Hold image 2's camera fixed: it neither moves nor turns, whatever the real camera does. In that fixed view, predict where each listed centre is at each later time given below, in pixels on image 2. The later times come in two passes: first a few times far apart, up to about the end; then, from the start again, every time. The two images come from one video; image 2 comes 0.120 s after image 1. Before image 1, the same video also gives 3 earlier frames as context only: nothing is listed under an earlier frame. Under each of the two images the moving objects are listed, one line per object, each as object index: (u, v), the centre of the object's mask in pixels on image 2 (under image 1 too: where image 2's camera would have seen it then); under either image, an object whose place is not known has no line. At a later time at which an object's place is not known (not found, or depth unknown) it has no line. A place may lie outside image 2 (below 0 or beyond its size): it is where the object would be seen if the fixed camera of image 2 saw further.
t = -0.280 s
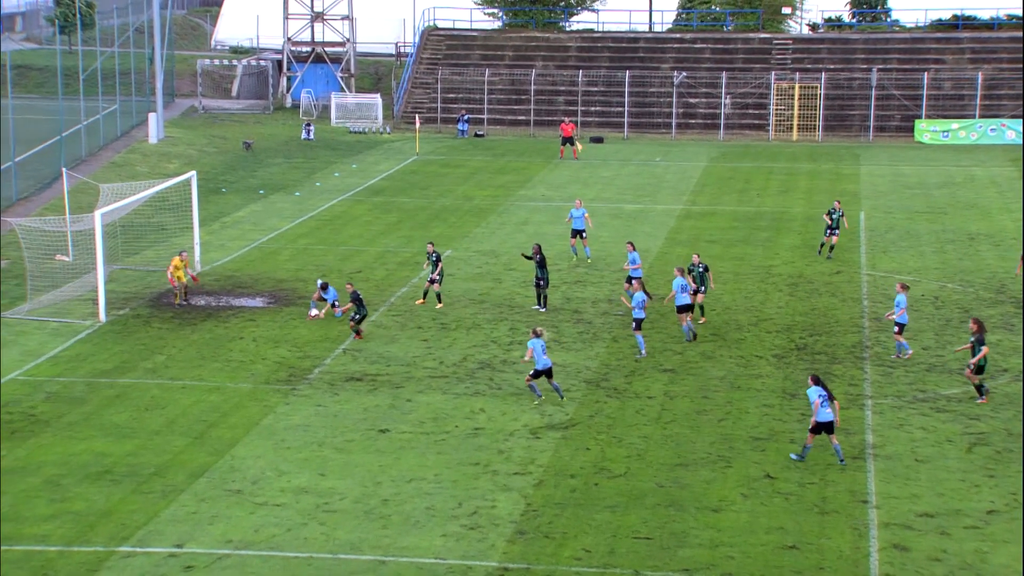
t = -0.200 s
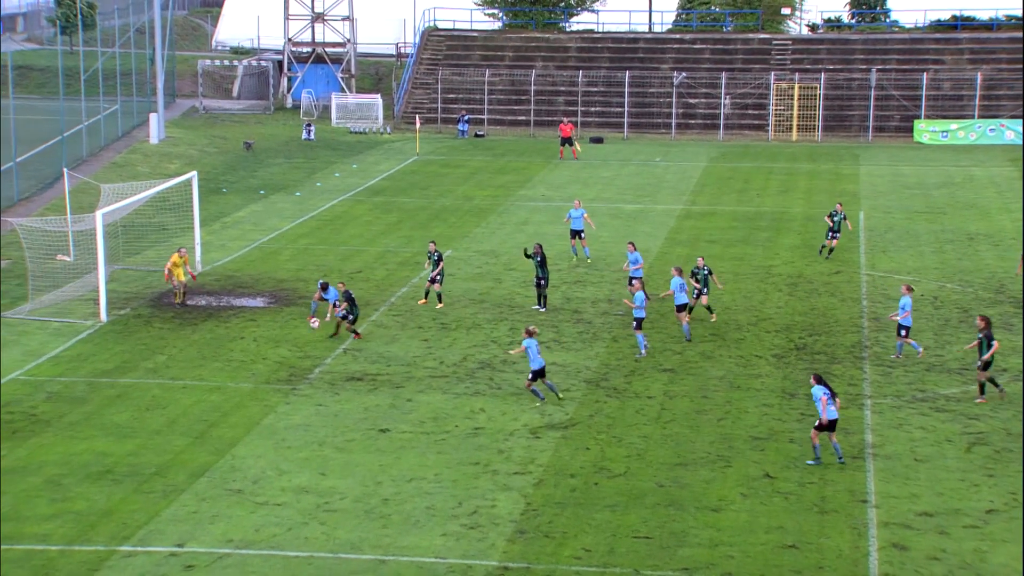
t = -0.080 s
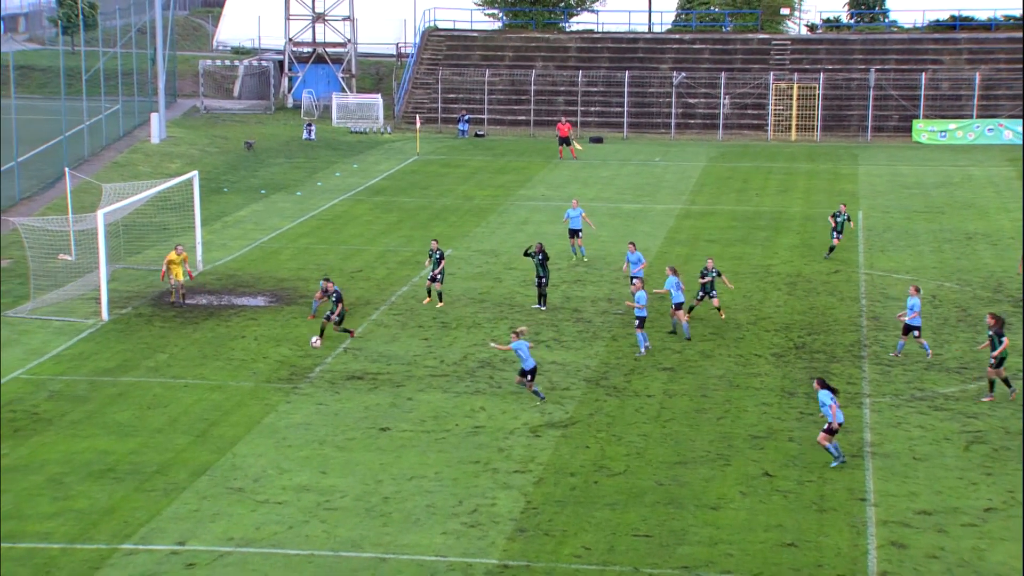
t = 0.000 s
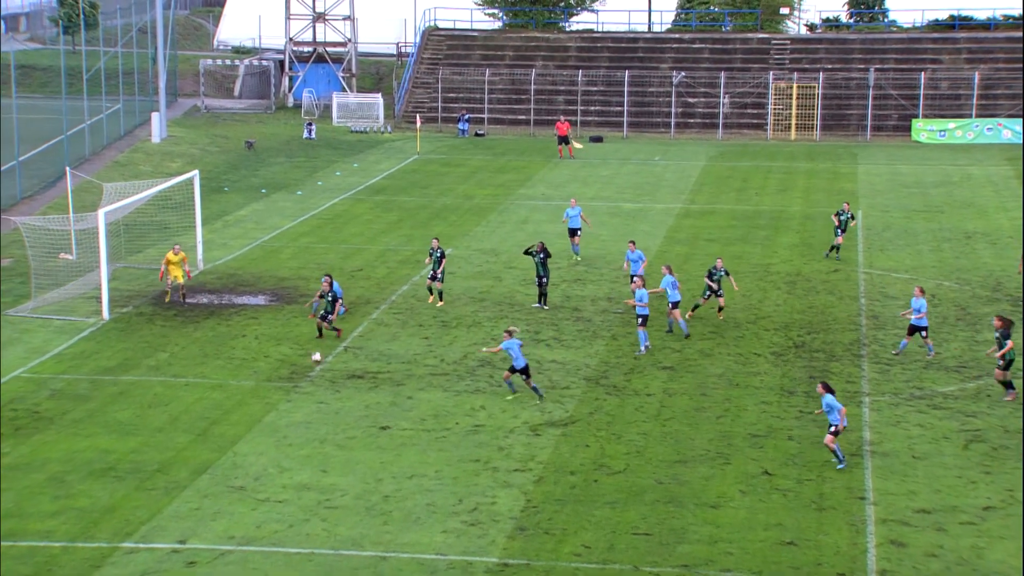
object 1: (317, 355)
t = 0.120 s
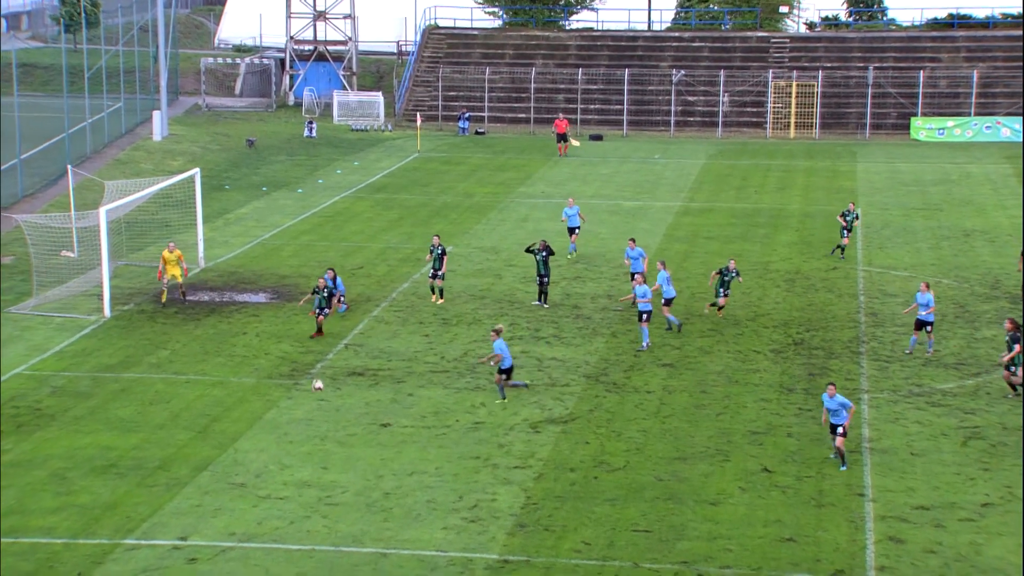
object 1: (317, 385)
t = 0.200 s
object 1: (318, 409)
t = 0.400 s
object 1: (316, 424)
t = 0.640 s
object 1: (313, 457)
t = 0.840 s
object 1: (309, 471)
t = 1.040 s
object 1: (302, 487)
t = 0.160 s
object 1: (318, 396)
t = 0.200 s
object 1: (318, 409)
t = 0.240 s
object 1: (318, 418)
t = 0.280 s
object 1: (317, 418)
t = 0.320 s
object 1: (317, 419)
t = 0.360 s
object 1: (316, 421)
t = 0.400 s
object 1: (316, 424)
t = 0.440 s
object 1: (315, 428)
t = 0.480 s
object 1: (315, 432)
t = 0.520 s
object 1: (314, 438)
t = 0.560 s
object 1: (314, 445)
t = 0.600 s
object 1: (313, 453)
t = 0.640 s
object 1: (313, 457)
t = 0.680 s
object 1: (312, 458)
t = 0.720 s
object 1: (311, 459)
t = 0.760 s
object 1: (310, 462)
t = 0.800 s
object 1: (309, 466)
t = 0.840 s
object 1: (309, 471)
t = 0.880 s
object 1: (307, 477)
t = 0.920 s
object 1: (306, 480)
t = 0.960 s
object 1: (305, 481)
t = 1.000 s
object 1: (303, 484)
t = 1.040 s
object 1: (302, 487)
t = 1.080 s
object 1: (300, 491)
